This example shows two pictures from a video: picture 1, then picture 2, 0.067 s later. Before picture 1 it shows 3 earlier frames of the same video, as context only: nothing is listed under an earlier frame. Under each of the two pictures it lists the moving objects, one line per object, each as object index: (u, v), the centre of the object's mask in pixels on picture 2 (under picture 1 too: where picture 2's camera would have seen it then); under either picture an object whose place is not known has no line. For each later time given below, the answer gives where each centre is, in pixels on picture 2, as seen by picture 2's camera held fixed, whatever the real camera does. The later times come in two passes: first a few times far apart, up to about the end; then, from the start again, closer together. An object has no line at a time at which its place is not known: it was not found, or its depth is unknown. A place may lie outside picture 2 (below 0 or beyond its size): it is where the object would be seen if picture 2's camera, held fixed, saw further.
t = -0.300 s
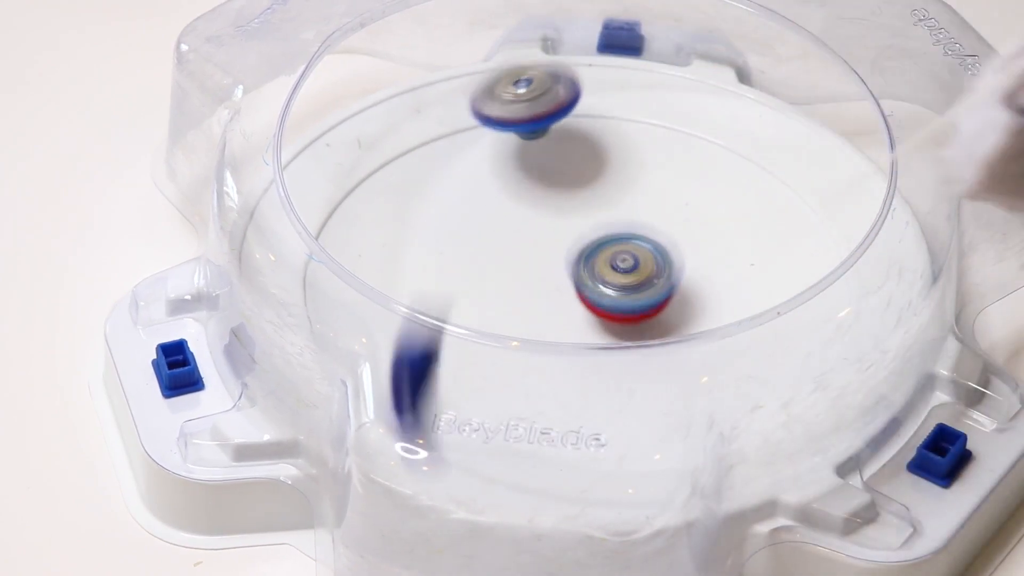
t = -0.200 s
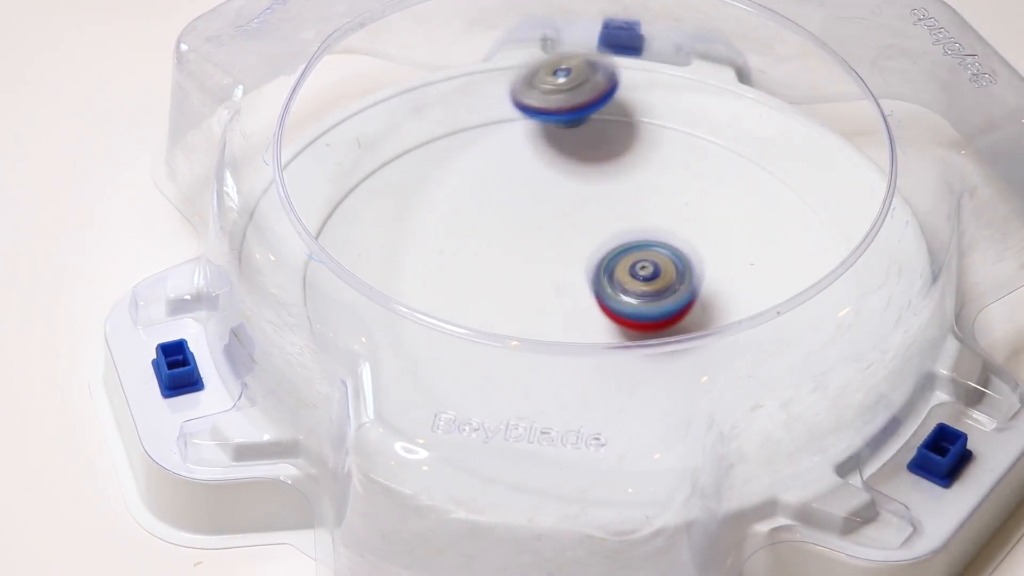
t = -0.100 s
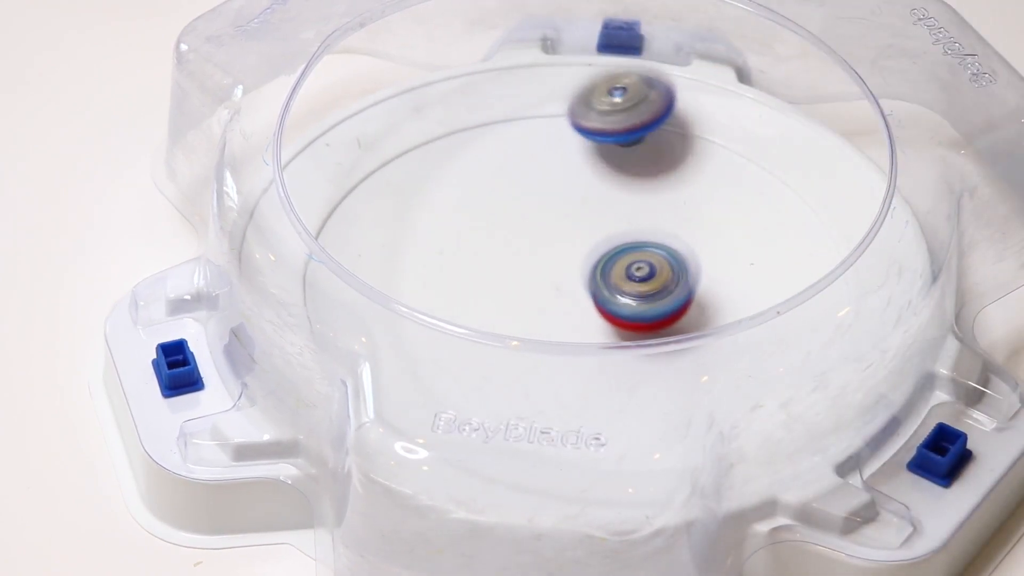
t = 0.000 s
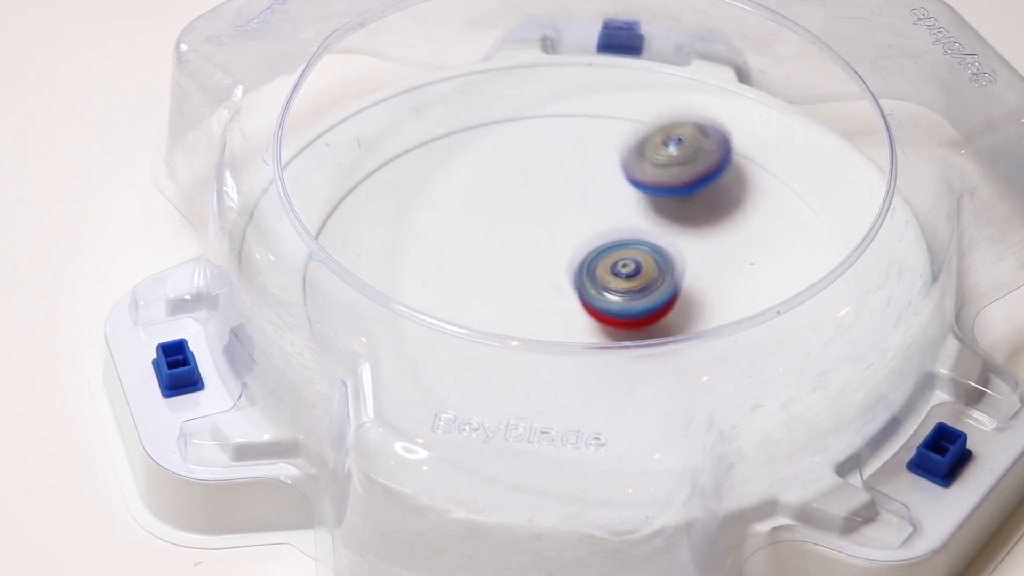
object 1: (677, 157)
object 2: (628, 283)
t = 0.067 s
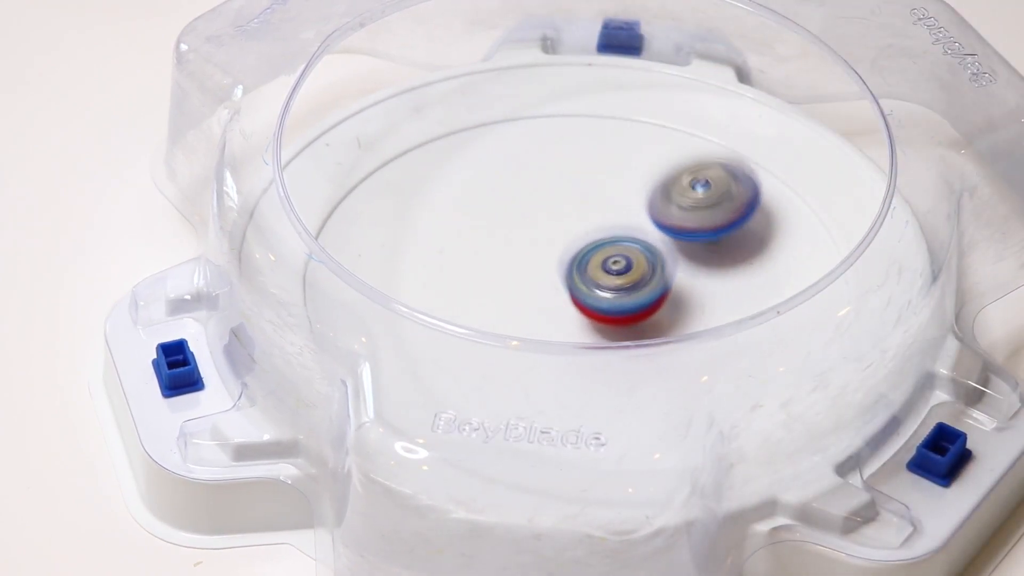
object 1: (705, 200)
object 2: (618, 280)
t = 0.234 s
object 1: (730, 282)
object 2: (573, 290)
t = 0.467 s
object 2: (302, 226)
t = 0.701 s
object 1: (750, 362)
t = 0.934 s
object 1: (596, 380)
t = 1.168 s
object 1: (440, 213)
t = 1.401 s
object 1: (559, 99)
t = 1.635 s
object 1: (753, 177)
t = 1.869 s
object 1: (620, 341)
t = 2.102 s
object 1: (360, 278)
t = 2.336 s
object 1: (422, 143)
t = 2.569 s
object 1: (653, 191)
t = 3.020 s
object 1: (465, 407)
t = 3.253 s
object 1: (360, 263)
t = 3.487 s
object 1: (565, 179)
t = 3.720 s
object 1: (775, 224)
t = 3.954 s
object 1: (766, 364)
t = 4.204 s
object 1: (501, 359)
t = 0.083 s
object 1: (709, 217)
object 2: (616, 279)
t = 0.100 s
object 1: (714, 225)
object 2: (614, 279)
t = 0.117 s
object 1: (719, 236)
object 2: (611, 278)
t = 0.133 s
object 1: (727, 244)
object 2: (605, 281)
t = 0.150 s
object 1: (731, 249)
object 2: (599, 282)
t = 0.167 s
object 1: (736, 258)
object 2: (594, 283)
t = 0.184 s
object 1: (737, 263)
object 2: (588, 286)
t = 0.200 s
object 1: (738, 271)
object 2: (583, 287)
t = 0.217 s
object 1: (735, 276)
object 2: (578, 288)
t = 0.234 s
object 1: (730, 282)
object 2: (573, 290)
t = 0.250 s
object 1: (723, 286)
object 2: (569, 292)
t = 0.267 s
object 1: (715, 290)
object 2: (566, 294)
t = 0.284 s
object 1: (704, 295)
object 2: (563, 295)
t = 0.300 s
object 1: (691, 298)
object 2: (561, 296)
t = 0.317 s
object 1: (678, 302)
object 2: (558, 298)
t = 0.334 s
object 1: (699, 299)
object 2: (516, 294)
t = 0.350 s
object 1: (731, 304)
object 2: (469, 287)
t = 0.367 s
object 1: (757, 304)
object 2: (423, 275)
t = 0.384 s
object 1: (781, 302)
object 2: (386, 262)
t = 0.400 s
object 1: (804, 303)
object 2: (338, 260)
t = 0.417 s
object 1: (823, 304)
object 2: (297, 248)
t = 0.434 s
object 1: (837, 301)
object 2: (270, 233)
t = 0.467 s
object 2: (302, 226)
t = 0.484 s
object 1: (837, 300)
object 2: (320, 234)
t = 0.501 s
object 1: (835, 313)
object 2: (341, 246)
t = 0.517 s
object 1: (818, 308)
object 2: (366, 248)
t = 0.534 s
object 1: (806, 308)
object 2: (382, 252)
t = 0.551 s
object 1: (792, 312)
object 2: (402, 257)
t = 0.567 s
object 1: (779, 317)
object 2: (424, 262)
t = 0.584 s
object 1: (765, 321)
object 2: (448, 264)
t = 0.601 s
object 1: (751, 324)
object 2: (472, 268)
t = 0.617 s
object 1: (735, 326)
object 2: (497, 270)
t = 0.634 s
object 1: (718, 328)
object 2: (521, 273)
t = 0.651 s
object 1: (701, 328)
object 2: (546, 274)
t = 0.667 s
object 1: (686, 326)
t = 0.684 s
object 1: (691, 334)
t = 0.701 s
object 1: (750, 362)
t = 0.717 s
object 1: (796, 370)
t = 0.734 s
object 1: (829, 373)
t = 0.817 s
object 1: (748, 367)
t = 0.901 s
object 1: (649, 376)
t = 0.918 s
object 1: (621, 369)
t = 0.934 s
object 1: (596, 380)
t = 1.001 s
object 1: (527, 334)
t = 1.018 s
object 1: (513, 323)
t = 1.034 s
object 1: (503, 306)
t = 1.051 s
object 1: (487, 297)
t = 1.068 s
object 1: (473, 288)
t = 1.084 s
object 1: (462, 277)
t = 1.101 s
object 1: (454, 265)
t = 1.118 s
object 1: (448, 251)
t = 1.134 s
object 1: (443, 239)
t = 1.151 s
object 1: (441, 224)
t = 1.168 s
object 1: (440, 213)
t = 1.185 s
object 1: (439, 201)
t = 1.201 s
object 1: (441, 189)
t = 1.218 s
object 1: (445, 177)
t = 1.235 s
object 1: (450, 166)
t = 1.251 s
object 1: (457, 155)
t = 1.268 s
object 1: (465, 144)
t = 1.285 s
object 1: (474, 135)
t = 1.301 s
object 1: (484, 125)
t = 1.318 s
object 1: (494, 117)
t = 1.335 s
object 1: (504, 109)
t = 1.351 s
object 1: (517, 101)
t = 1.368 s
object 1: (530, 97)
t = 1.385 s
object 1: (543, 97)
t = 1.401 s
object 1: (559, 99)
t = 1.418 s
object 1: (573, 100)
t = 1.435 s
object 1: (590, 104)
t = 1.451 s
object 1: (606, 106)
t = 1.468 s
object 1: (621, 110)
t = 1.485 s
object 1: (636, 114)
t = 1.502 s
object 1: (651, 118)
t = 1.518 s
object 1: (665, 124)
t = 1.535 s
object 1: (678, 127)
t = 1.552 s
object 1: (692, 134)
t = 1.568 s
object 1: (706, 140)
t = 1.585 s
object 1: (719, 146)
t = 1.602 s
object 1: (733, 156)
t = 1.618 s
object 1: (744, 166)
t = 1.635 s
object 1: (753, 177)
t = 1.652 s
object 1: (760, 189)
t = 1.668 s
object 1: (763, 203)
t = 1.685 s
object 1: (764, 216)
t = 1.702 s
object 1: (762, 232)
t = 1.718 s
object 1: (758, 246)
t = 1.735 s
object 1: (750, 261)
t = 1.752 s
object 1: (740, 273)
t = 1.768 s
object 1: (727, 282)
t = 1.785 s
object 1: (712, 292)
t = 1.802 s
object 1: (700, 308)
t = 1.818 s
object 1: (683, 318)
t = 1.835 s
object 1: (664, 328)
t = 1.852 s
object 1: (642, 337)
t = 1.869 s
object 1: (620, 341)
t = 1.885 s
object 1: (599, 343)
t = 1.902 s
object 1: (577, 353)
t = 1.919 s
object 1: (553, 353)
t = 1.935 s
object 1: (532, 351)
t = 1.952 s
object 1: (511, 349)
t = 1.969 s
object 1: (490, 346)
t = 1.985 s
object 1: (469, 342)
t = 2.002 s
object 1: (450, 336)
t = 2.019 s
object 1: (432, 329)
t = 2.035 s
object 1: (415, 322)
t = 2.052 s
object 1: (397, 314)
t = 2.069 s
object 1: (387, 296)
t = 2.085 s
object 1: (372, 287)
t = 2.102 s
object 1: (360, 278)
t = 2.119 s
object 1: (350, 267)
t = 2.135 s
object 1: (342, 256)
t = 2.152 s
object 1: (336, 245)
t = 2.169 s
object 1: (333, 230)
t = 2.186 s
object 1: (338, 216)
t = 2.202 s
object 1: (335, 206)
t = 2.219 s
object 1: (335, 195)
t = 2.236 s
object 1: (339, 185)
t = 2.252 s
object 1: (350, 180)
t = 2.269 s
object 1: (364, 172)
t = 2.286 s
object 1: (378, 163)
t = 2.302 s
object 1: (392, 156)
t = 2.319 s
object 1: (407, 149)
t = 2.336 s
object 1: (422, 143)
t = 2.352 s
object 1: (438, 137)
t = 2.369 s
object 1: (454, 131)
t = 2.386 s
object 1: (471, 129)
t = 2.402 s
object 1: (489, 128)
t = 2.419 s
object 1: (507, 127)
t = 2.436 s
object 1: (525, 130)
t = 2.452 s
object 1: (543, 133)
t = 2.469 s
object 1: (561, 138)
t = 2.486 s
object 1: (579, 143)
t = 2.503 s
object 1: (595, 151)
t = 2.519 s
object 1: (612, 159)
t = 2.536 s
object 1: (626, 168)
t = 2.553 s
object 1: (640, 178)
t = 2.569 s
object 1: (653, 191)
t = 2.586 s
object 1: (666, 203)
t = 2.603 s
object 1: (676, 216)
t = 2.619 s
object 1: (686, 228)
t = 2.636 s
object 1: (693, 242)
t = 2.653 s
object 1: (699, 256)
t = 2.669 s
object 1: (704, 270)
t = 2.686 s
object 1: (705, 282)
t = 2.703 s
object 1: (703, 291)
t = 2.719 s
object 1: (706, 308)
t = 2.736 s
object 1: (704, 321)
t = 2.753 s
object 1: (702, 338)
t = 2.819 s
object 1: (666, 383)
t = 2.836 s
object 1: (652, 389)
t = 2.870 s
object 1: (623, 401)
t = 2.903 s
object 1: (590, 411)
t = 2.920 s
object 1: (575, 414)
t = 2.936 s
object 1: (559, 416)
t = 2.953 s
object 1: (540, 417)
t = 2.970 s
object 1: (518, 417)
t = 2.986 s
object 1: (500, 415)
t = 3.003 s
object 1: (483, 412)
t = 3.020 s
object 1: (465, 407)
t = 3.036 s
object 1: (445, 400)
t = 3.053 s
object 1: (426, 393)
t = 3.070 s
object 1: (410, 386)
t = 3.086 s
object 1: (395, 377)
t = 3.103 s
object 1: (382, 366)
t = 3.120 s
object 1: (372, 352)
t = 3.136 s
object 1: (360, 342)
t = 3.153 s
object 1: (352, 331)
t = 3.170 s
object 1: (344, 323)
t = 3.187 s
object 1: (338, 316)
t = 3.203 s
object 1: (342, 298)
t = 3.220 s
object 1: (346, 285)
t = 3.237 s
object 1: (352, 274)
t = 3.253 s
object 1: (360, 263)
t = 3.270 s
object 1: (374, 249)
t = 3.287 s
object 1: (377, 242)
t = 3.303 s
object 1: (388, 234)
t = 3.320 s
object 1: (400, 225)
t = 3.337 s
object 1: (414, 218)
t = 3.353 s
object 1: (429, 211)
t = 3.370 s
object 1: (445, 205)
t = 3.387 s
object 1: (460, 198)
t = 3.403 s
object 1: (477, 193)
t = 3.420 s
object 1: (495, 189)
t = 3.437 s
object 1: (513, 186)
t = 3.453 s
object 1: (529, 183)
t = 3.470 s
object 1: (547, 181)
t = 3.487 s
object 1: (565, 179)
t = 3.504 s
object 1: (583, 178)
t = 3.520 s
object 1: (598, 177)
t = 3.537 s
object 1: (615, 178)
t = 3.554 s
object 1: (632, 179)
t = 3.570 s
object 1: (648, 182)
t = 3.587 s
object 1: (664, 183)
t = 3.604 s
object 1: (682, 188)
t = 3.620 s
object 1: (699, 190)
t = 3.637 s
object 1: (714, 196)
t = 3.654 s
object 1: (727, 200)
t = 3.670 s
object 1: (742, 204)
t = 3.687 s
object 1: (753, 211)
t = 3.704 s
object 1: (765, 217)
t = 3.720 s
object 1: (775, 224)
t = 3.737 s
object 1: (785, 231)
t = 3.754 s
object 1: (792, 239)
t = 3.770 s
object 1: (794, 247)
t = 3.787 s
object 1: (804, 257)
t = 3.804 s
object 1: (812, 268)
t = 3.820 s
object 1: (815, 279)
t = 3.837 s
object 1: (816, 290)
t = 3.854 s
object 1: (816, 301)
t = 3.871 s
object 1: (813, 312)
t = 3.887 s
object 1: (808, 325)
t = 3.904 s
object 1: (803, 338)
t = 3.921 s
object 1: (792, 346)
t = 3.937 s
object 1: (780, 354)
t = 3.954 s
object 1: (766, 364)
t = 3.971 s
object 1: (750, 370)
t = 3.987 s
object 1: (736, 377)
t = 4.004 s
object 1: (717, 384)
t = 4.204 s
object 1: (501, 359)
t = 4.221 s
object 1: (490, 348)
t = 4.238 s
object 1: (476, 342)
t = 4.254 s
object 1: (467, 326)
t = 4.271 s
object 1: (459, 316)
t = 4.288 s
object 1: (457, 295)
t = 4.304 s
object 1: (449, 289)
